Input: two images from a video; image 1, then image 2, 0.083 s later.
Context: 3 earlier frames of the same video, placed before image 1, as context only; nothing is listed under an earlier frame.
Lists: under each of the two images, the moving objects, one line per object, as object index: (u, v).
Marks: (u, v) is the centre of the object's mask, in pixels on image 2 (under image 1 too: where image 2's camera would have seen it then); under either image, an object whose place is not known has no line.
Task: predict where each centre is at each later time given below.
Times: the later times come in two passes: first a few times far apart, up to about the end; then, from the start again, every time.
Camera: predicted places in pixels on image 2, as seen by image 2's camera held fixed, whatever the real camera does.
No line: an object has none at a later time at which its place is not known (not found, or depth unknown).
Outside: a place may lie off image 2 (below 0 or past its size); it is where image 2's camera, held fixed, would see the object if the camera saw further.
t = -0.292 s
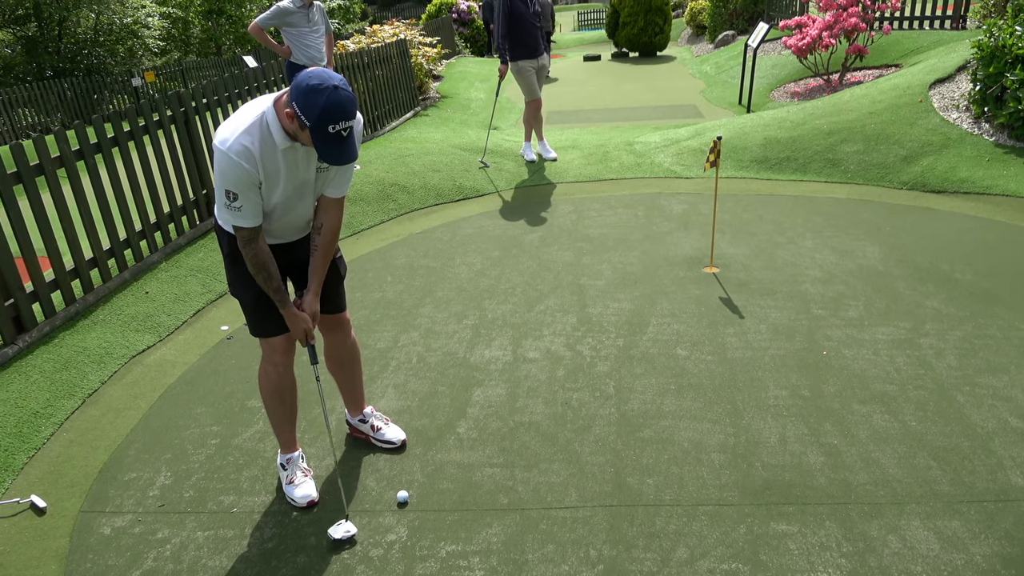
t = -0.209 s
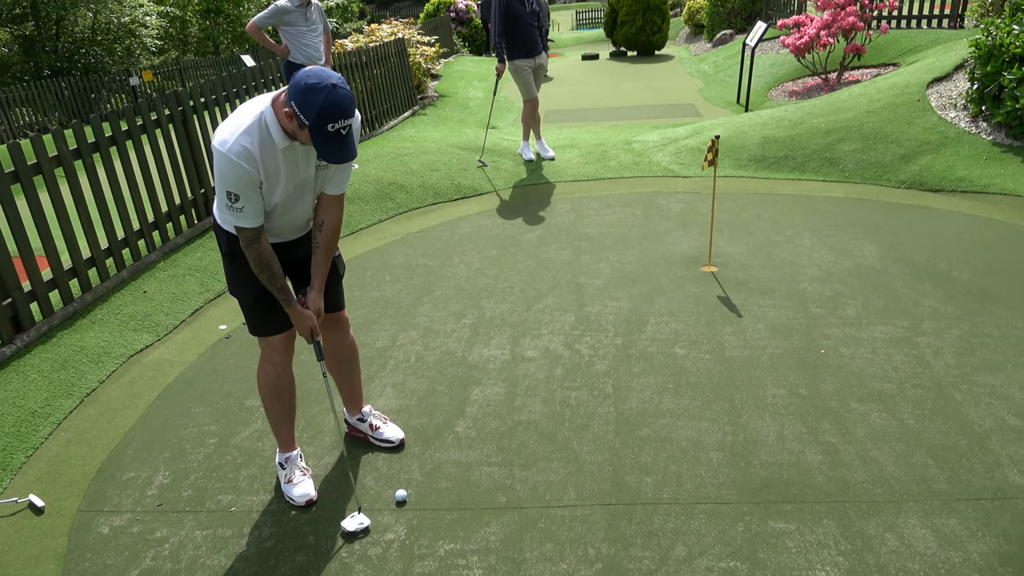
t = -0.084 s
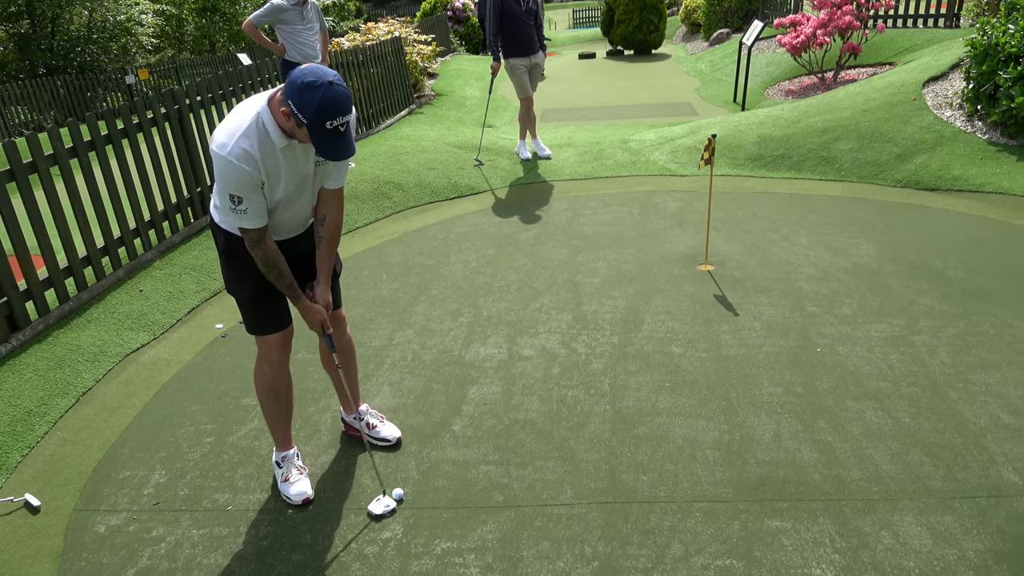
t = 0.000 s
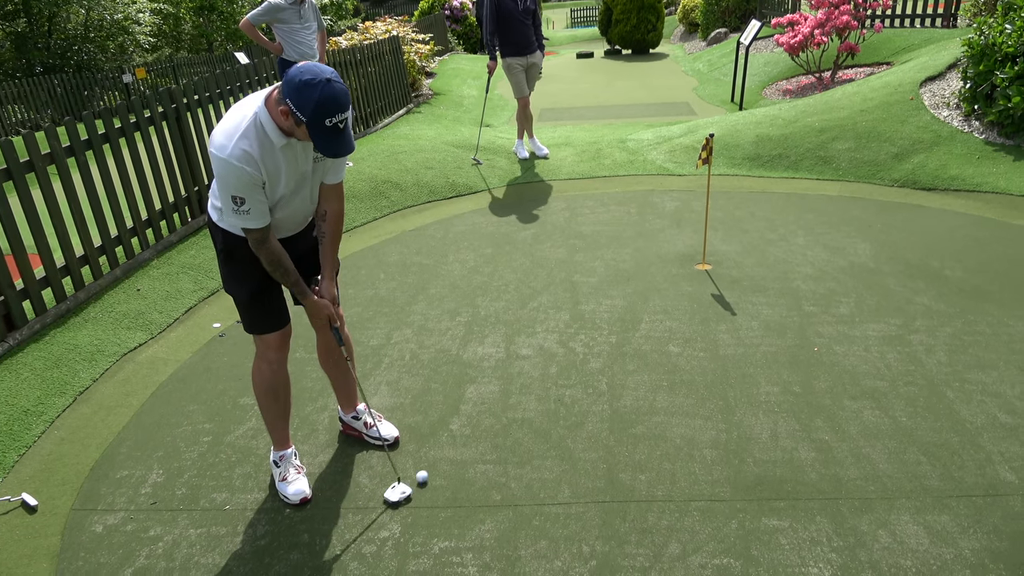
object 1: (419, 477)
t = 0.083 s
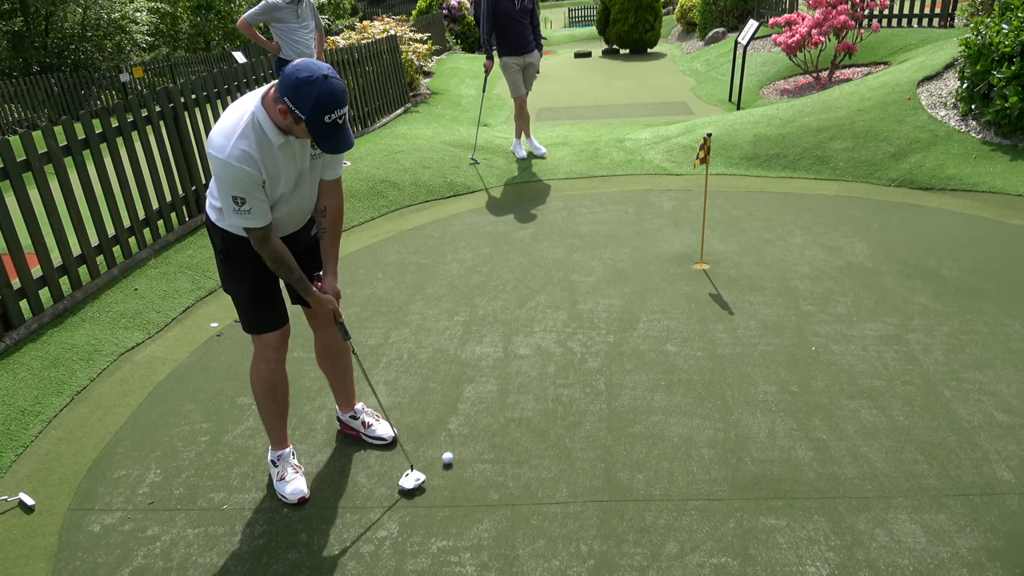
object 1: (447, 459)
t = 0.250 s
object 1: (489, 432)
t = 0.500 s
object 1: (539, 400)
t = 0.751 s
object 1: (579, 373)
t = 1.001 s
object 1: (612, 350)
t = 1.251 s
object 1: (638, 331)
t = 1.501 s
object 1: (659, 314)
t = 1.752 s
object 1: (676, 299)
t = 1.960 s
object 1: (687, 289)
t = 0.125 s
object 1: (459, 451)
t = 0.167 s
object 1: (470, 444)
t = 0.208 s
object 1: (480, 438)
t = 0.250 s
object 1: (489, 432)
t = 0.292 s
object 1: (498, 426)
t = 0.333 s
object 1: (507, 420)
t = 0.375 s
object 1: (515, 415)
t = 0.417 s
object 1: (524, 410)
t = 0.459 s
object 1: (531, 405)
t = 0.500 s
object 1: (539, 400)
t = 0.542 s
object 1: (546, 395)
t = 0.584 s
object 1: (553, 390)
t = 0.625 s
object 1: (560, 386)
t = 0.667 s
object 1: (567, 381)
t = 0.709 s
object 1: (573, 377)
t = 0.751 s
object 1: (579, 373)
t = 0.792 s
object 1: (585, 369)
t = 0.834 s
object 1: (591, 365)
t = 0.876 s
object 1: (596, 361)
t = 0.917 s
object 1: (602, 357)
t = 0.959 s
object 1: (607, 354)
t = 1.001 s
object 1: (612, 350)
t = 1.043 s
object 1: (617, 347)
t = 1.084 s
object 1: (621, 344)
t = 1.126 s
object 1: (626, 340)
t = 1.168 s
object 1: (630, 337)
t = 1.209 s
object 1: (634, 334)
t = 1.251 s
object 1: (638, 331)
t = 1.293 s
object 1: (642, 328)
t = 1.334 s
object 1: (645, 325)
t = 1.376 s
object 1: (649, 322)
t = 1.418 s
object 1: (653, 319)
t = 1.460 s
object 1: (656, 317)
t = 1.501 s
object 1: (659, 314)
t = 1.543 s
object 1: (662, 311)
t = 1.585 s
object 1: (665, 309)
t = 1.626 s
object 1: (668, 307)
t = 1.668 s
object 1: (671, 304)
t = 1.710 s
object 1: (674, 302)
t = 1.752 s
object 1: (676, 299)
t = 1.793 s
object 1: (678, 297)
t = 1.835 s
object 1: (681, 295)
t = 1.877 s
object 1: (683, 293)
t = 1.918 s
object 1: (685, 291)
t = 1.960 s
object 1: (687, 289)
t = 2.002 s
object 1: (689, 287)
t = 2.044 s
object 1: (691, 284)
